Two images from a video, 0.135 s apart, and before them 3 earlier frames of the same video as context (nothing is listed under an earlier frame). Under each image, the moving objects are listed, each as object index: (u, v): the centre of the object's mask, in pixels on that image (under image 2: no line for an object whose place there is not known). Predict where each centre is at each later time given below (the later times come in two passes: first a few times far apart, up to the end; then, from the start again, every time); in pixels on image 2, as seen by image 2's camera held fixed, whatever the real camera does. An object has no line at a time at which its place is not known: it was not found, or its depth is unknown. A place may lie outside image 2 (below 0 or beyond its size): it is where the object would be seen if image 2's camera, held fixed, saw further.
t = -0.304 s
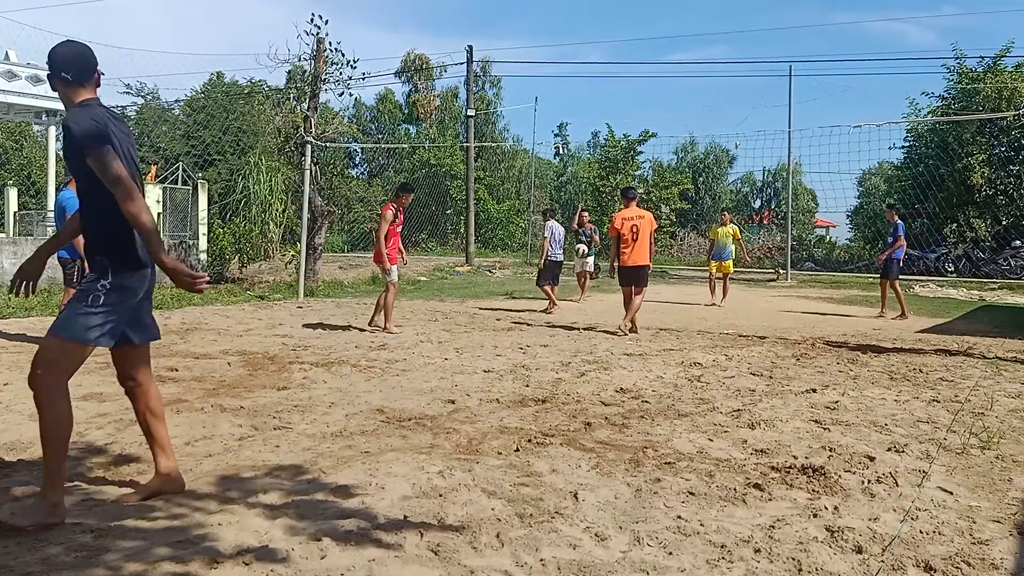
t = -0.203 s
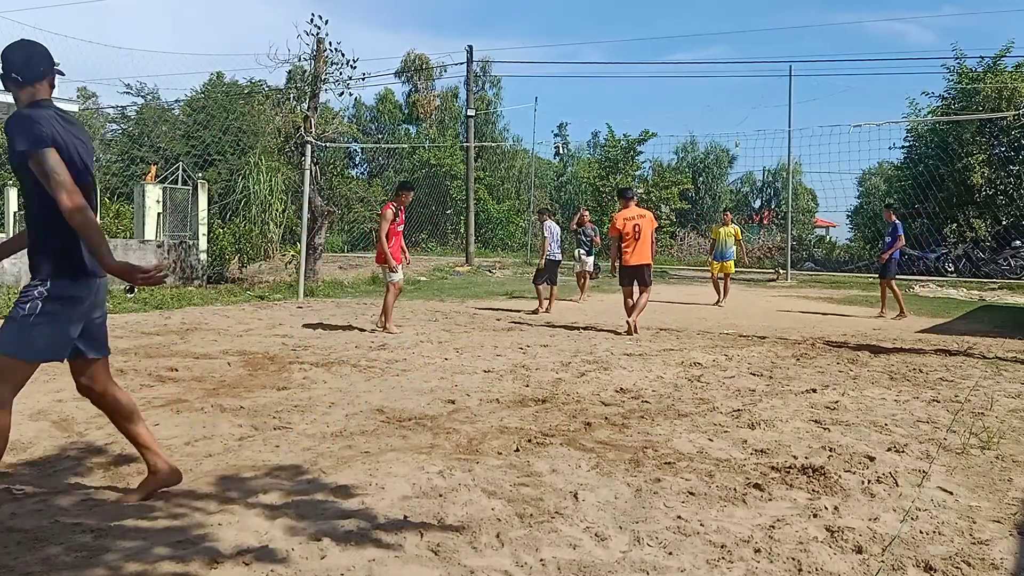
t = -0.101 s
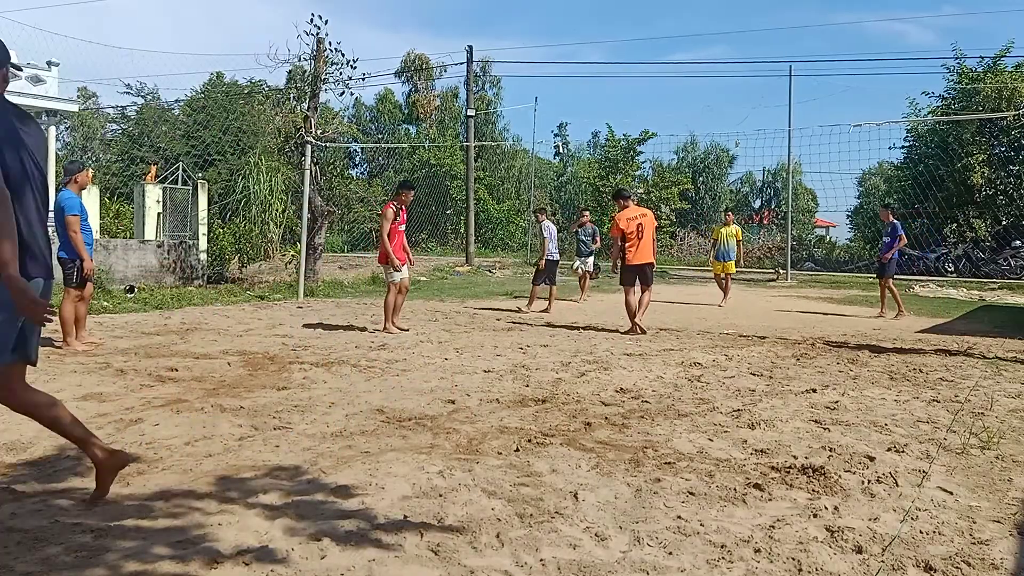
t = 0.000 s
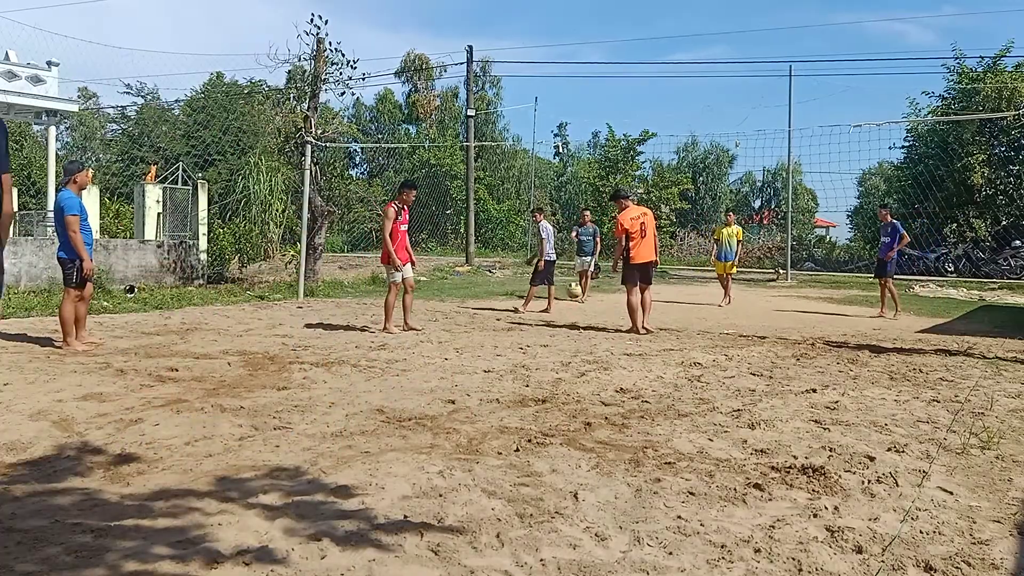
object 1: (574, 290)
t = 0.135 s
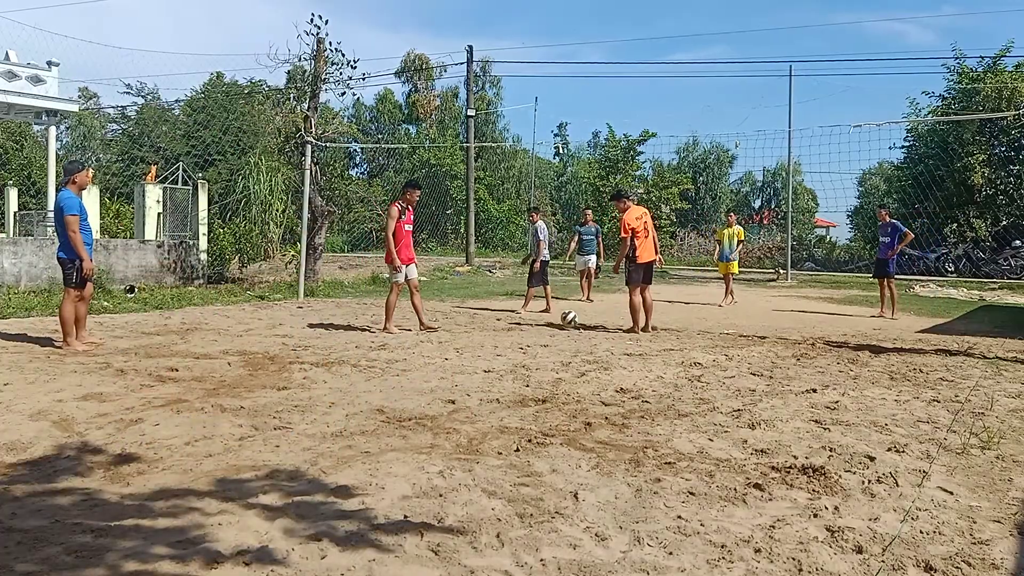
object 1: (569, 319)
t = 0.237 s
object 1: (568, 313)
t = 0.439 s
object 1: (565, 328)
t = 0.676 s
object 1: (563, 327)
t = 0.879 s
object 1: (561, 352)
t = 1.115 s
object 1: (570, 337)
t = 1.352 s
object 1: (577, 388)
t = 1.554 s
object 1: (587, 403)
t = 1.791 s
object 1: (591, 428)
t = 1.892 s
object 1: (591, 438)
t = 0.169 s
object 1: (569, 316)
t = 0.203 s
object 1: (569, 314)
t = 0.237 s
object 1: (568, 313)
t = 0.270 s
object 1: (568, 313)
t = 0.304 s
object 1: (567, 314)
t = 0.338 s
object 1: (567, 315)
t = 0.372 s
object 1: (566, 318)
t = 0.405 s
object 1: (565, 322)
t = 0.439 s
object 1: (565, 328)
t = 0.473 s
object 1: (564, 334)
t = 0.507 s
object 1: (564, 334)
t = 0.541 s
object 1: (564, 330)
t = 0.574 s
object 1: (564, 327)
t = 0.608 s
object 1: (564, 327)
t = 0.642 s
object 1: (564, 326)
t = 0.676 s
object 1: (563, 327)
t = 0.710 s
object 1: (563, 329)
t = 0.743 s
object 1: (563, 333)
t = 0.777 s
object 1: (562, 338)
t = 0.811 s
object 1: (562, 344)
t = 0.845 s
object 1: (561, 352)
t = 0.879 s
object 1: (561, 352)
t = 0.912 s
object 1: (562, 346)
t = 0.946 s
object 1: (564, 341)
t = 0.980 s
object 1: (565, 338)
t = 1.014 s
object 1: (566, 336)
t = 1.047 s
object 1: (567, 335)
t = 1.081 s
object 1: (568, 335)
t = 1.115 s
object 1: (570, 337)
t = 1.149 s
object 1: (571, 340)
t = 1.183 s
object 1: (572, 346)
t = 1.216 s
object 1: (573, 352)
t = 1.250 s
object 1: (574, 360)
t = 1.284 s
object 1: (575, 371)
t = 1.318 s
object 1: (576, 384)
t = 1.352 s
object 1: (577, 388)
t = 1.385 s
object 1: (578, 389)
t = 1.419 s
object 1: (580, 391)
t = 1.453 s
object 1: (582, 394)
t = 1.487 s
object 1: (584, 397)
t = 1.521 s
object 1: (586, 400)
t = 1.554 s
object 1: (587, 403)
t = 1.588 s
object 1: (588, 406)
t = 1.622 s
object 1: (589, 409)
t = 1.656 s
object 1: (590, 409)
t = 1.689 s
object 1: (590, 411)
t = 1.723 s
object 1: (591, 415)
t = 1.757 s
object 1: (591, 421)
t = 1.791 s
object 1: (591, 428)
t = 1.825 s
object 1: (591, 431)
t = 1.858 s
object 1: (591, 435)
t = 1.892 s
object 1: (591, 438)
